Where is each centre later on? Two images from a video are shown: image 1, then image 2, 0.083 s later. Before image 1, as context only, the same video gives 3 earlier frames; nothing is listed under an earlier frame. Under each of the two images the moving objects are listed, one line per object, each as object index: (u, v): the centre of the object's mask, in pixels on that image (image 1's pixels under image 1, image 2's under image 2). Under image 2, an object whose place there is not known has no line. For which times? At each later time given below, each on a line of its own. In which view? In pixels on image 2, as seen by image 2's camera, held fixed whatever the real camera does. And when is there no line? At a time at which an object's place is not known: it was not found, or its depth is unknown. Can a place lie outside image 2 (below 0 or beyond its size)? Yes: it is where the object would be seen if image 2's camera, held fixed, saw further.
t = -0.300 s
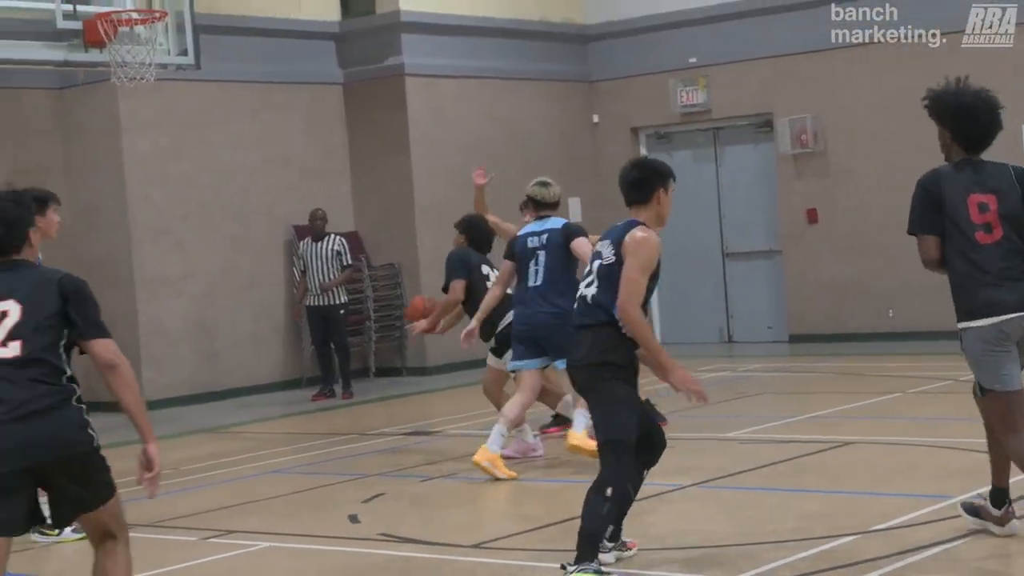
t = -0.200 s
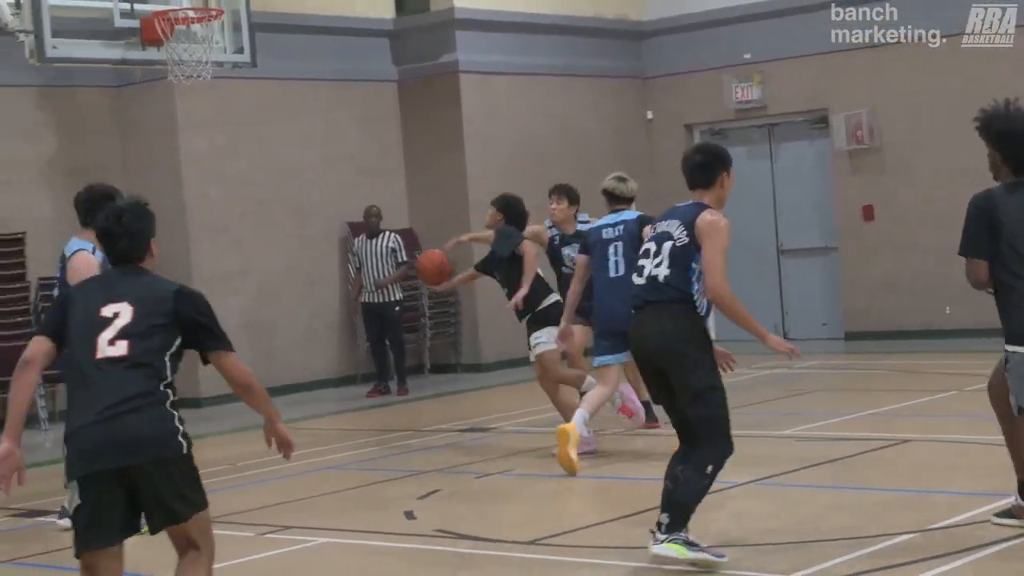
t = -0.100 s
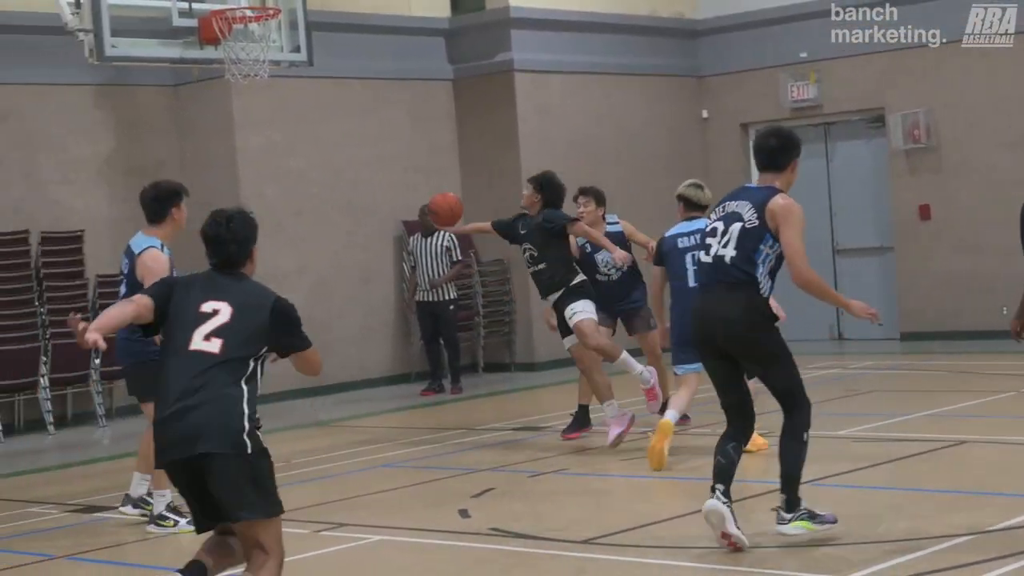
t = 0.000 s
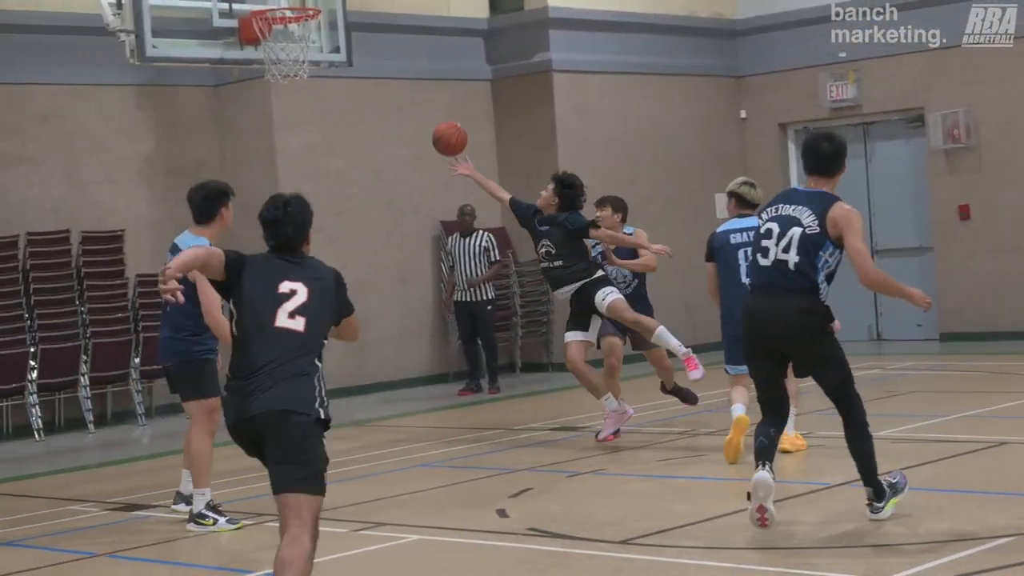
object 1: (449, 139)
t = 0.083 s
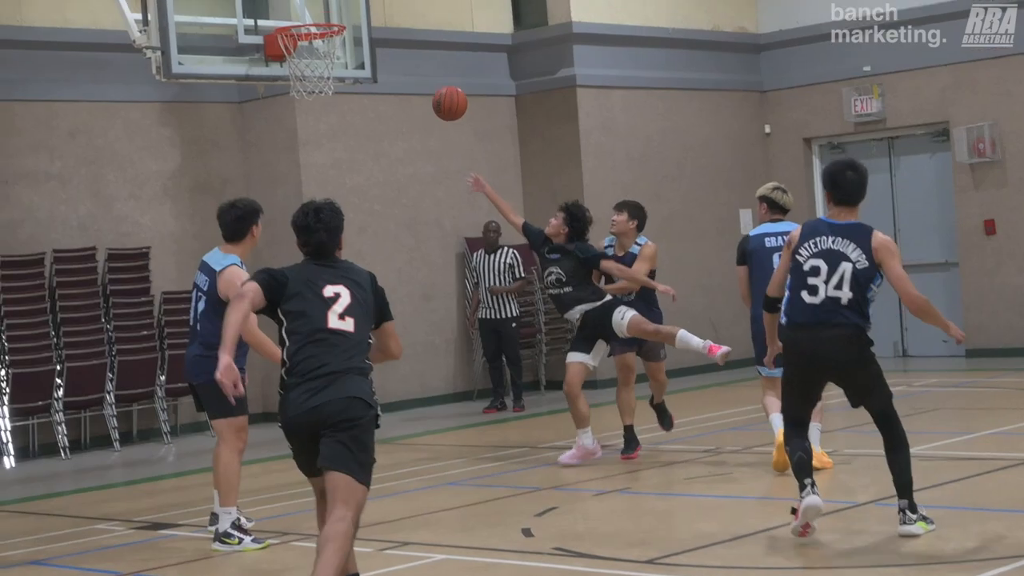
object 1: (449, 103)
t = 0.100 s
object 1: (444, 94)
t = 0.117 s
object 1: (440, 85)
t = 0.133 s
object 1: (435, 77)
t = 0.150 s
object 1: (430, 69)
